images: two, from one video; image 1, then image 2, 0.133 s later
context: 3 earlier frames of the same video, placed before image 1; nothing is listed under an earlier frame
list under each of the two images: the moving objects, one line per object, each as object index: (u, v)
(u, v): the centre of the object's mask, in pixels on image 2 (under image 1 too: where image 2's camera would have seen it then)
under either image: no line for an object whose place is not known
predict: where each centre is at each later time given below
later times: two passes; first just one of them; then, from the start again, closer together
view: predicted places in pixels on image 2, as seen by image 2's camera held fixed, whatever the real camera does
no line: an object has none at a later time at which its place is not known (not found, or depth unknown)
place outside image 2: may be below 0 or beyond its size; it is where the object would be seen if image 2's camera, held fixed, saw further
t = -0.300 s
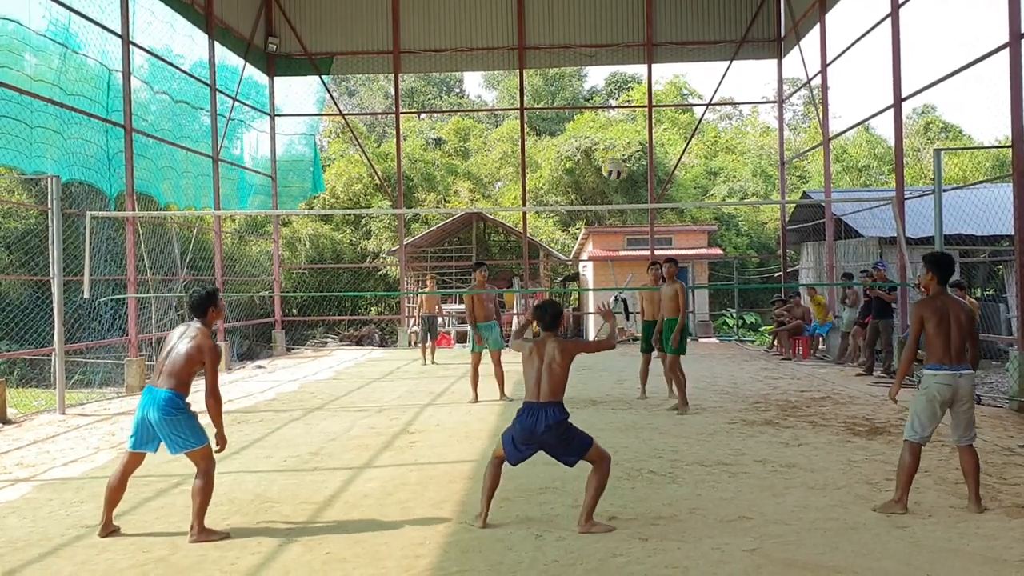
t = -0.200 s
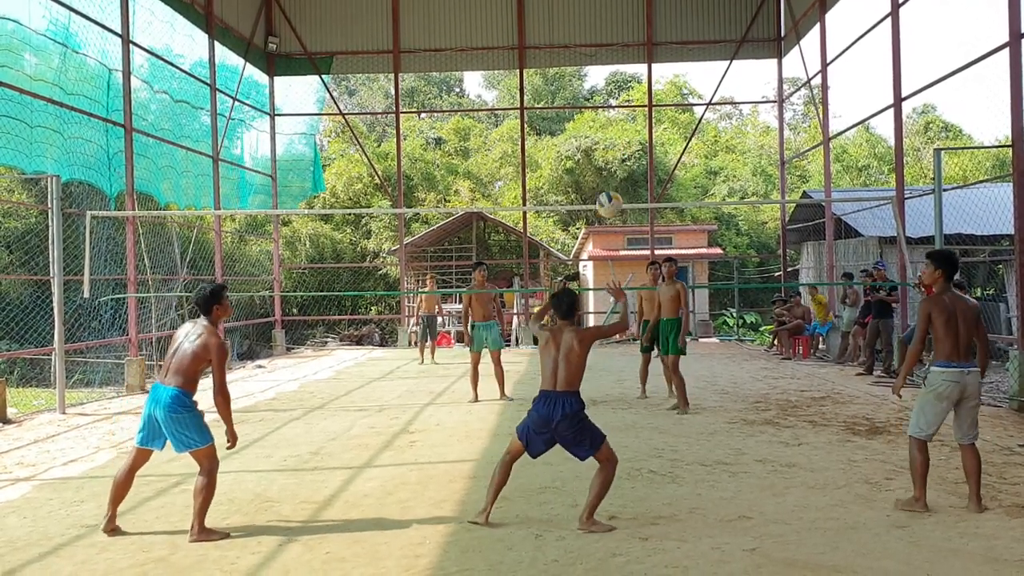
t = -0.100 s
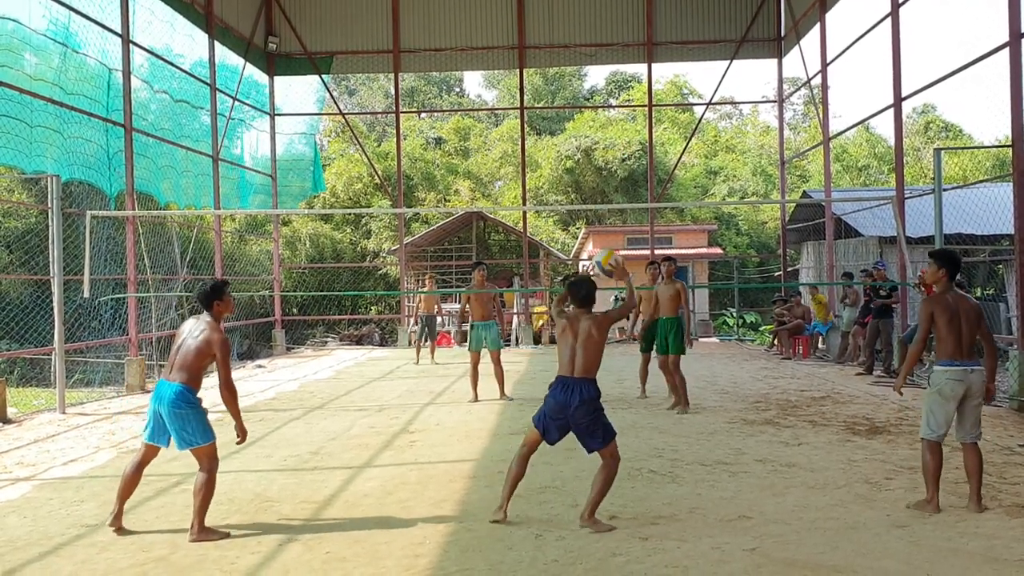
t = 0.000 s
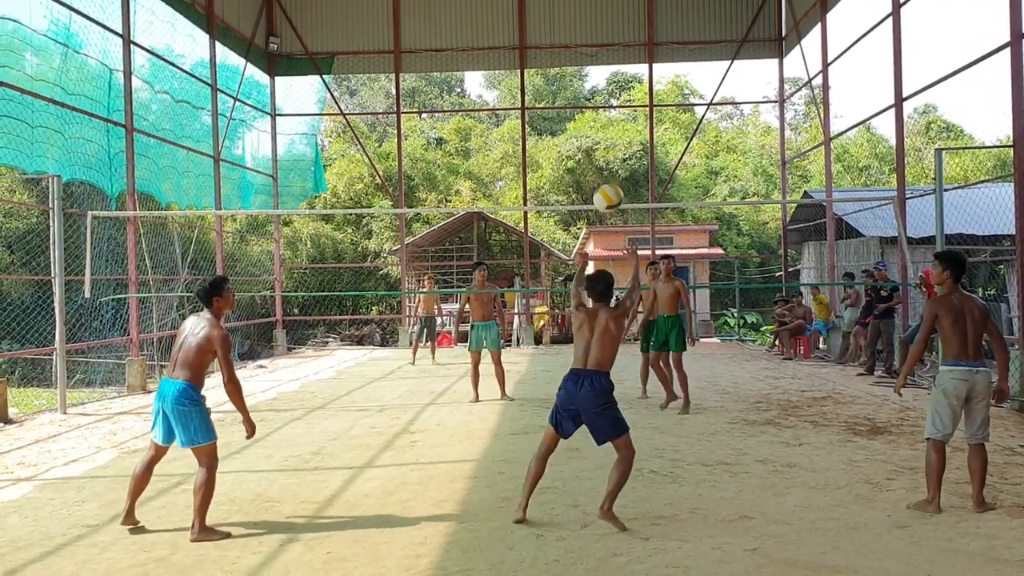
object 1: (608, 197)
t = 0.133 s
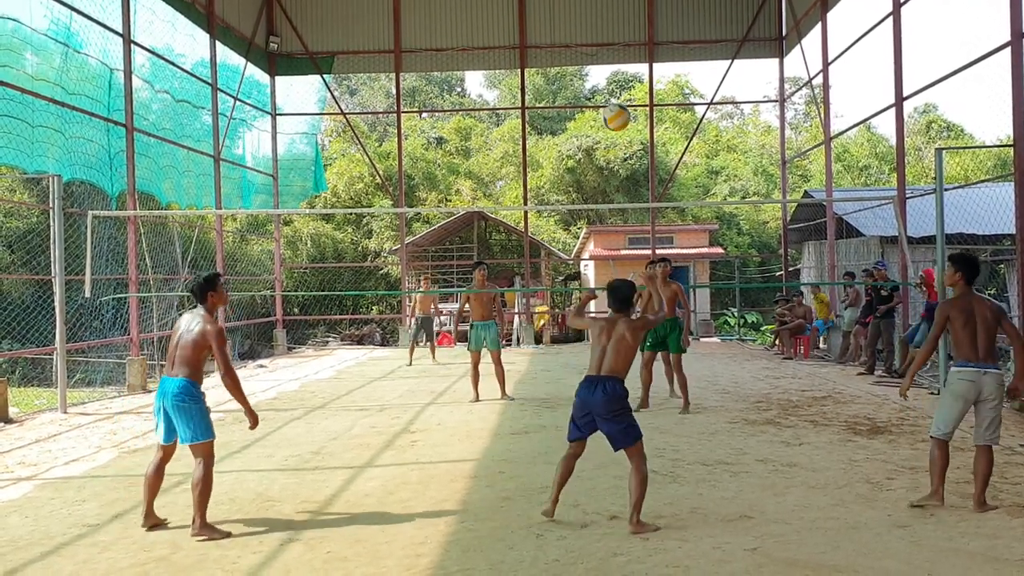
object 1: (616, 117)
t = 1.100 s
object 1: (657, 226)
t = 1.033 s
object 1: (656, 191)
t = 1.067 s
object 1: (656, 208)
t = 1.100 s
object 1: (657, 226)
